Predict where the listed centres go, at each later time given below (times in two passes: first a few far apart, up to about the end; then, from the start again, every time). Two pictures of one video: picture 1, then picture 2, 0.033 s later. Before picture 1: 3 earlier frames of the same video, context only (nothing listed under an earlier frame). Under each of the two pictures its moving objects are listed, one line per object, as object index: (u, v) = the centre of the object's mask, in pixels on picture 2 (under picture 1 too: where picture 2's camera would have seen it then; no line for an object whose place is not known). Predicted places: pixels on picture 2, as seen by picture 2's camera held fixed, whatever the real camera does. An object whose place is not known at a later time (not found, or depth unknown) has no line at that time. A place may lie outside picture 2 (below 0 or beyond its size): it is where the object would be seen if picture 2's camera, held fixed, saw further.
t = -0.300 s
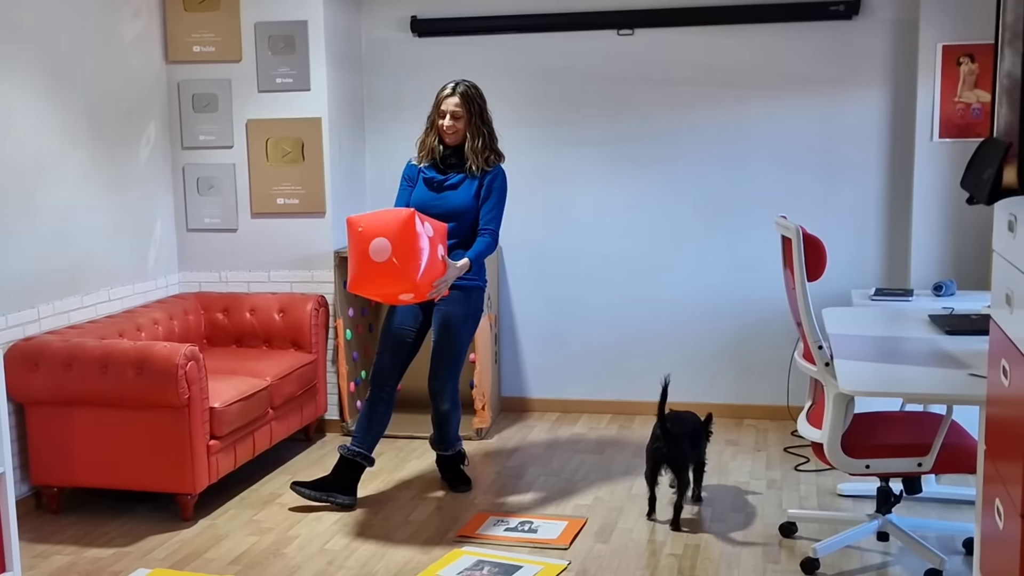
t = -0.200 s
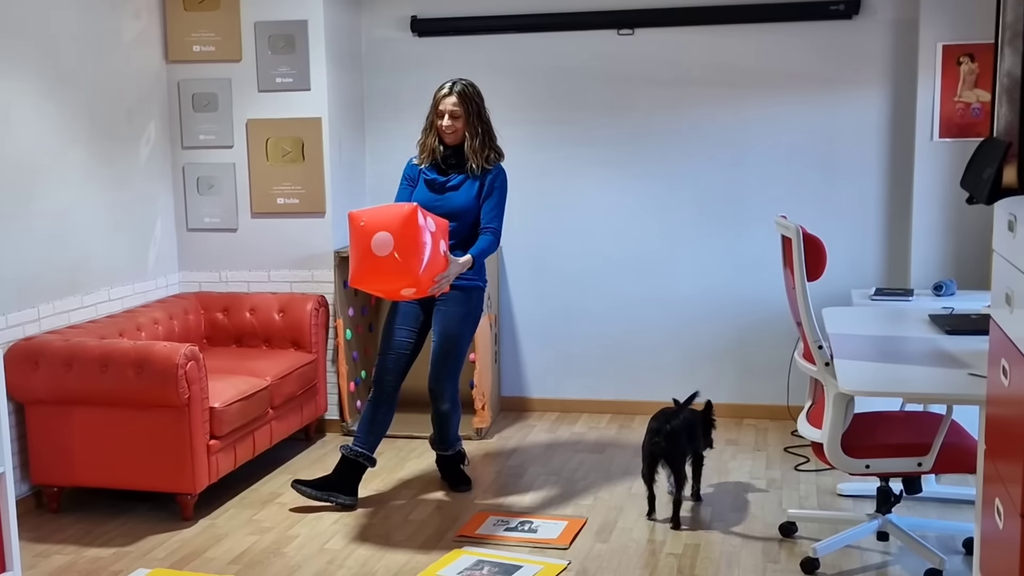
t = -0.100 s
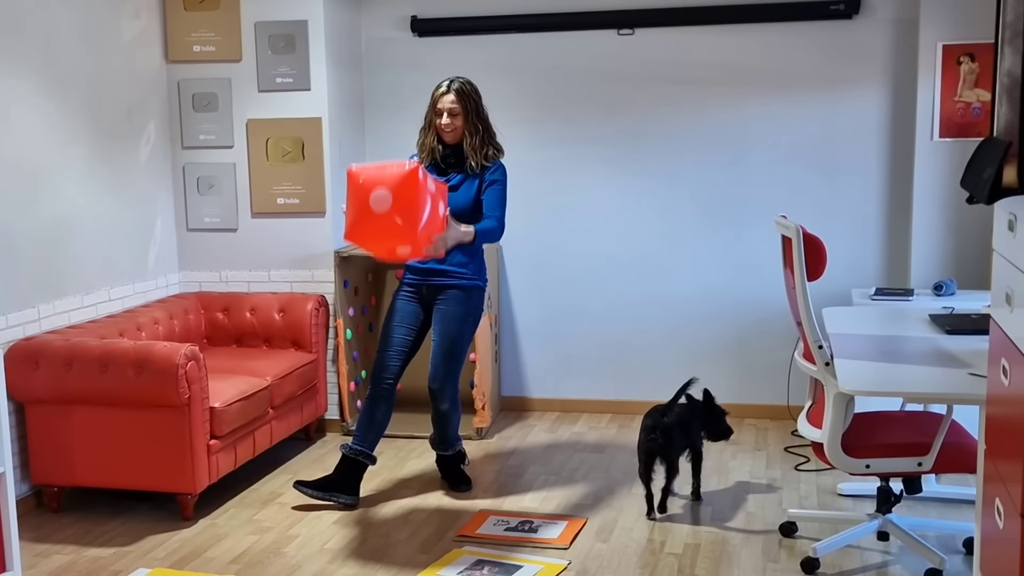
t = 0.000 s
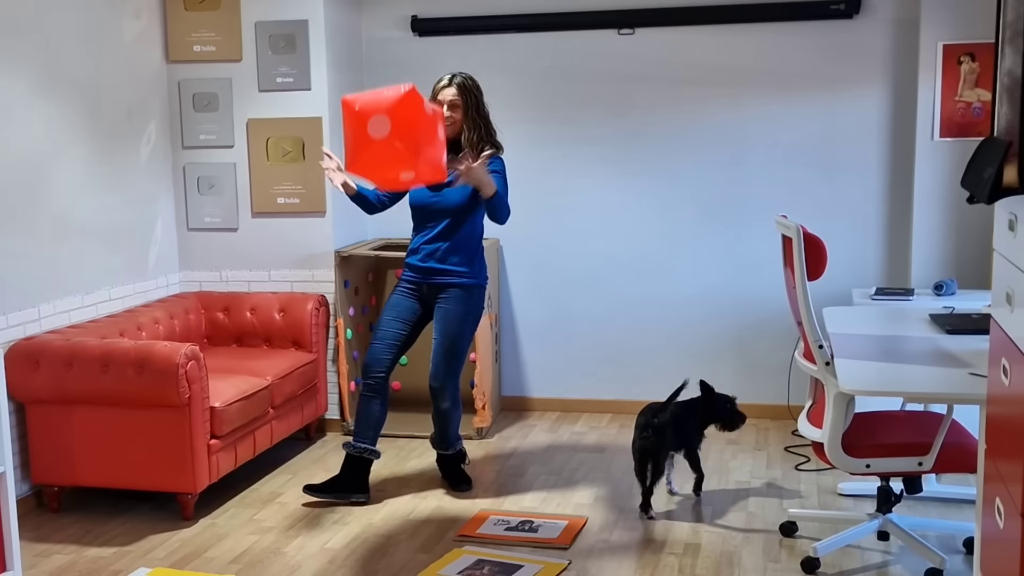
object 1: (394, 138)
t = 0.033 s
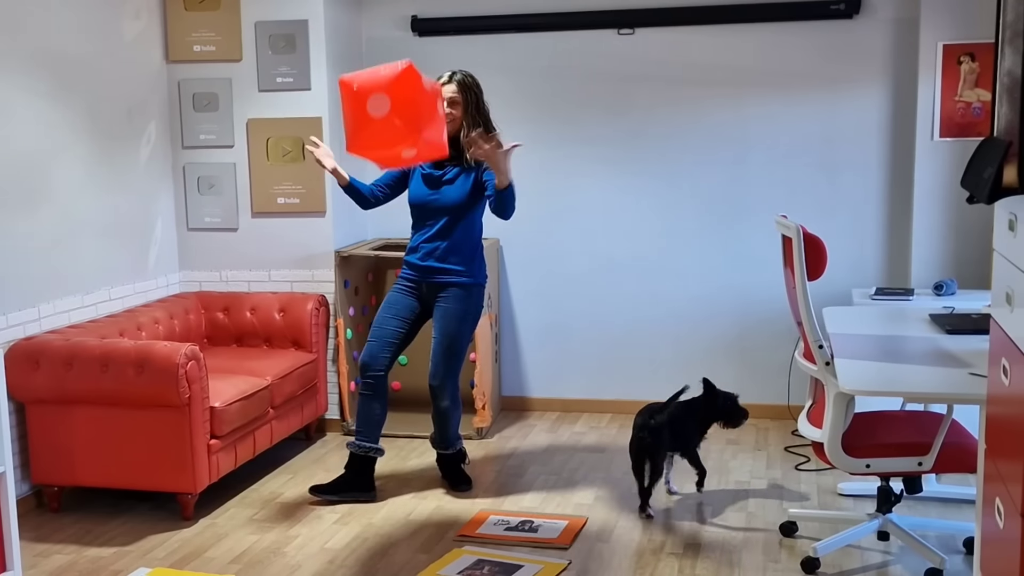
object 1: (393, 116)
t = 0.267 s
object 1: (391, 37)
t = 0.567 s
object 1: (394, 68)
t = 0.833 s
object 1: (405, 238)
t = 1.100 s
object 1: (412, 487)
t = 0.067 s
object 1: (393, 97)
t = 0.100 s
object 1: (392, 80)
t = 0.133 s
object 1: (392, 64)
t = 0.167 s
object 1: (392, 53)
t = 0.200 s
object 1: (391, 45)
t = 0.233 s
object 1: (391, 40)
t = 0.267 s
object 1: (391, 37)
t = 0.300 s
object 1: (391, 34)
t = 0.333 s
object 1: (391, 33)
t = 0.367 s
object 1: (391, 33)
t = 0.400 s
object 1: (391, 35)
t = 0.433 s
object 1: (391, 37)
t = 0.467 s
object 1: (391, 41)
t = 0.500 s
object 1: (392, 47)
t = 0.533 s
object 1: (393, 55)
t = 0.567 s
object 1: (394, 68)
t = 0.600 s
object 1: (395, 83)
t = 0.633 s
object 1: (396, 100)
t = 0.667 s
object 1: (398, 119)
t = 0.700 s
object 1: (399, 139)
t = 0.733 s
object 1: (400, 161)
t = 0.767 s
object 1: (402, 185)
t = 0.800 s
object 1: (403, 211)
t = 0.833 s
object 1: (405, 238)
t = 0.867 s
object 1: (406, 267)
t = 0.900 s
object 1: (407, 297)
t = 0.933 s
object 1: (408, 327)
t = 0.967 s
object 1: (410, 360)
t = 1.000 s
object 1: (411, 392)
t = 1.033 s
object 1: (412, 426)
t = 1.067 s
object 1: (412, 461)
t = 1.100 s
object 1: (412, 487)
